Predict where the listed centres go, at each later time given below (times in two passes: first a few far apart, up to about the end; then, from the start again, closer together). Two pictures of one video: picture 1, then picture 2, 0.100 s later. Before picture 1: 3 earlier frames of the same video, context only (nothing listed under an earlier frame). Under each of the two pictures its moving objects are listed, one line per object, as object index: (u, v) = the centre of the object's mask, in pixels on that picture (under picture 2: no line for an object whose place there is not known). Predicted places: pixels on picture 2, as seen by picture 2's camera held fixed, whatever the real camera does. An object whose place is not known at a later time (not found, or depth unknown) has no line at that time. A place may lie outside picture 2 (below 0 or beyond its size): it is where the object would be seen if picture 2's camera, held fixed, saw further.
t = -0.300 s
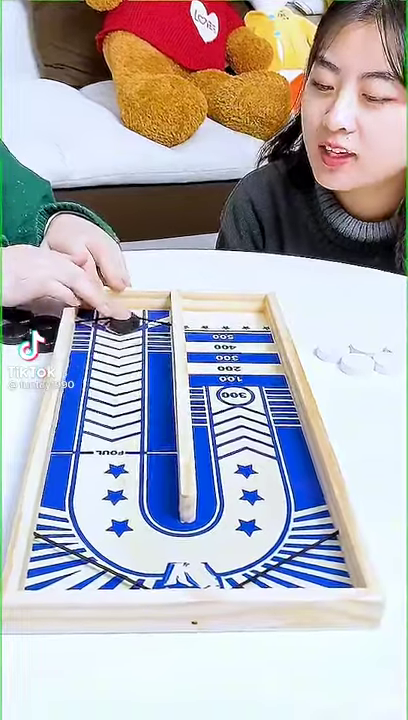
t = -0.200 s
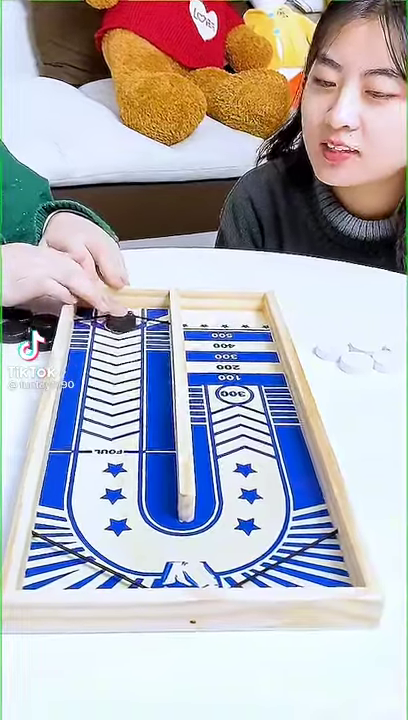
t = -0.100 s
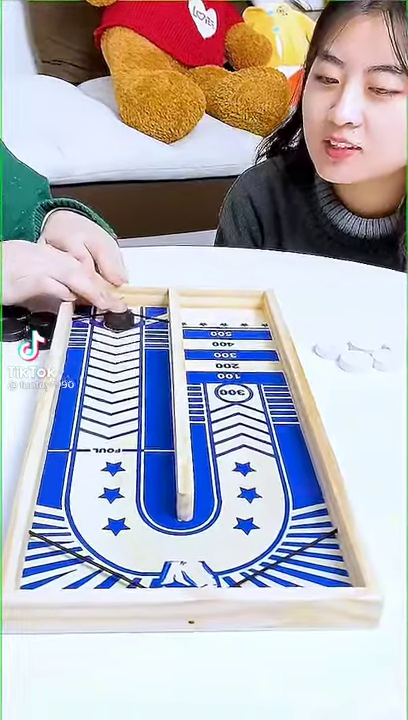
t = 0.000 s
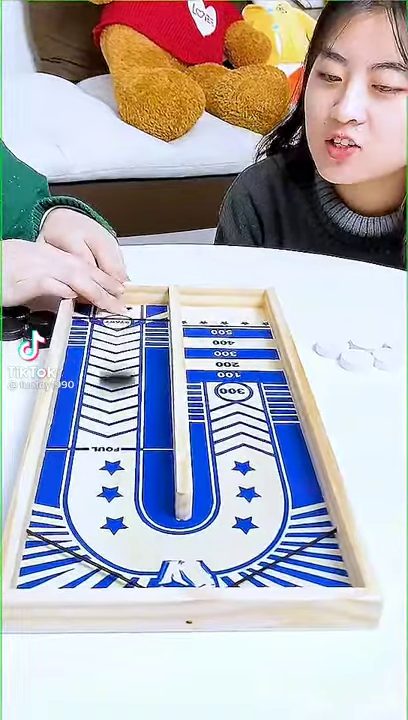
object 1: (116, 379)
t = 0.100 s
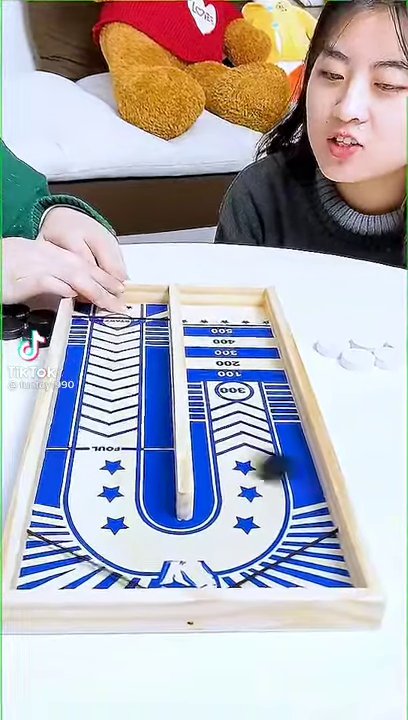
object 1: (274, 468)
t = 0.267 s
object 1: (203, 328)
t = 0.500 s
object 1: (215, 308)
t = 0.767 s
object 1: (214, 308)
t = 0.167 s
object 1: (266, 388)
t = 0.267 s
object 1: (203, 328)
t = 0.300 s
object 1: (208, 321)
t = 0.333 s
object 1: (213, 313)
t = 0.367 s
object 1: (215, 309)
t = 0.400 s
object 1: (215, 308)
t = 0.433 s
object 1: (215, 308)
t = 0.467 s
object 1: (215, 308)
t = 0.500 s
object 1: (215, 308)
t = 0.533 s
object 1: (215, 308)
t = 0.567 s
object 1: (215, 308)
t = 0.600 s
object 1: (215, 308)
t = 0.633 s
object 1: (215, 308)
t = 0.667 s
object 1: (215, 308)
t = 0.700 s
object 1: (215, 308)
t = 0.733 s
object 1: (215, 308)
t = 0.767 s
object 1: (214, 308)
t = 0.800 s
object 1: (215, 308)
